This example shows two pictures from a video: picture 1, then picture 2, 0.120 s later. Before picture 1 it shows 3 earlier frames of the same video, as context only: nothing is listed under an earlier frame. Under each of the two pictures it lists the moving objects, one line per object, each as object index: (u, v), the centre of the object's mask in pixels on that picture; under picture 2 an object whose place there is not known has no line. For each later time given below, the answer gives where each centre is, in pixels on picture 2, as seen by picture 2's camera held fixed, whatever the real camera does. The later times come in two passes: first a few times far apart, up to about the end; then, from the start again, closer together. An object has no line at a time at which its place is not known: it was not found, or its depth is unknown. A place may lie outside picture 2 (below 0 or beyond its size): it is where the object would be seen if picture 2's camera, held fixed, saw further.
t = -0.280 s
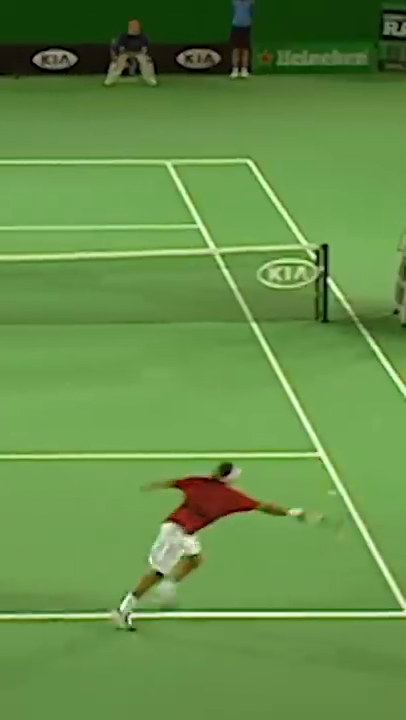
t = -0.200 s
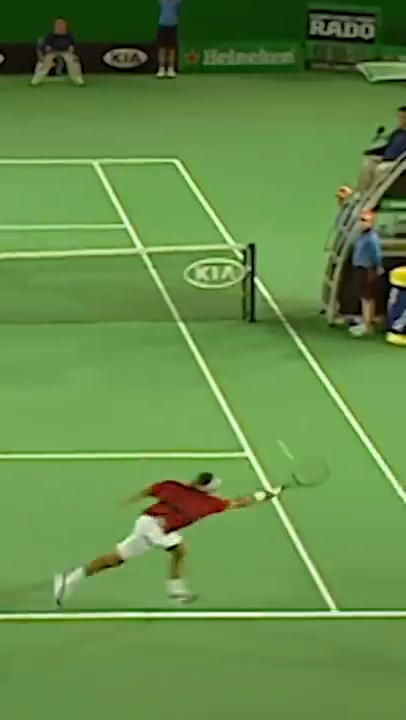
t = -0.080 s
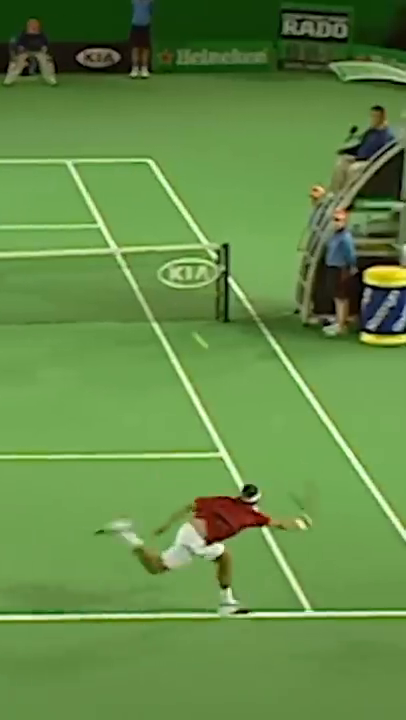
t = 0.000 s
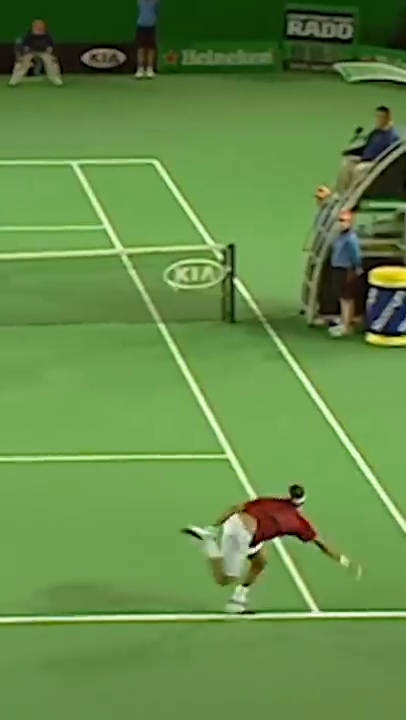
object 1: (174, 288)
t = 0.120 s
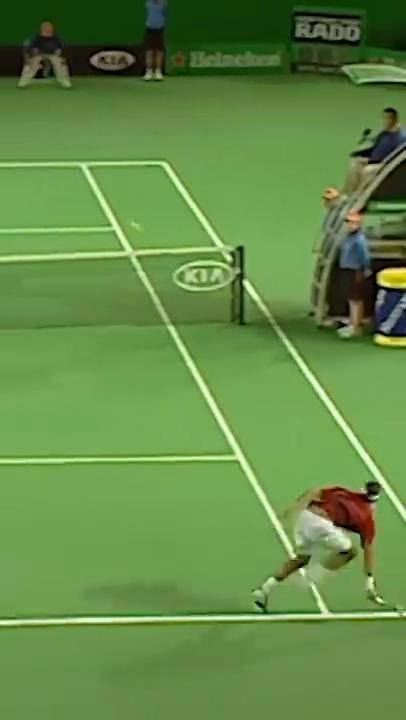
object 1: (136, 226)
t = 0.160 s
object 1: (121, 209)
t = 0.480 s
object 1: (30, 149)
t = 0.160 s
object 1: (121, 209)
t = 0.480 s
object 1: (30, 149)
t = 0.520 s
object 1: (20, 148)
